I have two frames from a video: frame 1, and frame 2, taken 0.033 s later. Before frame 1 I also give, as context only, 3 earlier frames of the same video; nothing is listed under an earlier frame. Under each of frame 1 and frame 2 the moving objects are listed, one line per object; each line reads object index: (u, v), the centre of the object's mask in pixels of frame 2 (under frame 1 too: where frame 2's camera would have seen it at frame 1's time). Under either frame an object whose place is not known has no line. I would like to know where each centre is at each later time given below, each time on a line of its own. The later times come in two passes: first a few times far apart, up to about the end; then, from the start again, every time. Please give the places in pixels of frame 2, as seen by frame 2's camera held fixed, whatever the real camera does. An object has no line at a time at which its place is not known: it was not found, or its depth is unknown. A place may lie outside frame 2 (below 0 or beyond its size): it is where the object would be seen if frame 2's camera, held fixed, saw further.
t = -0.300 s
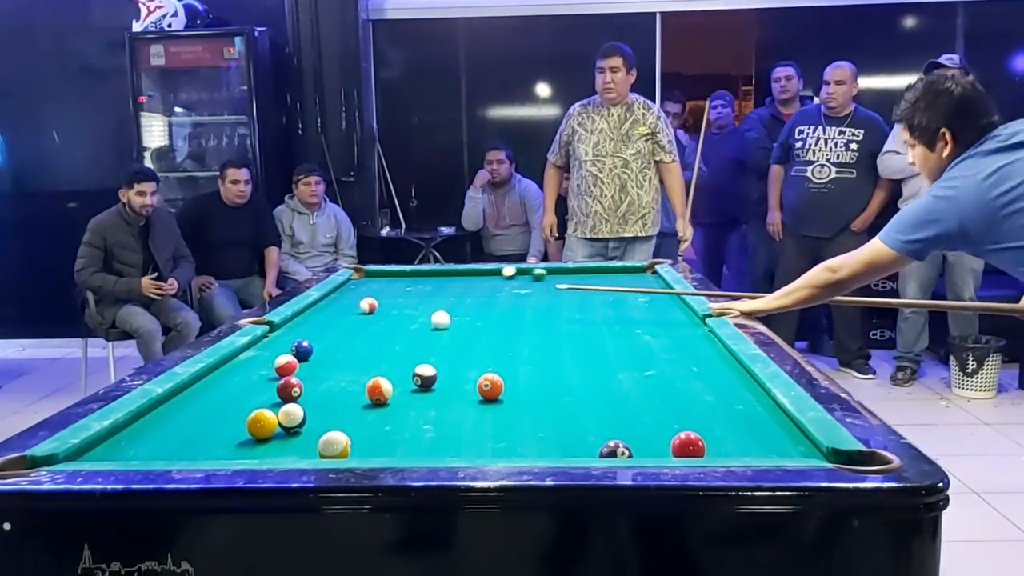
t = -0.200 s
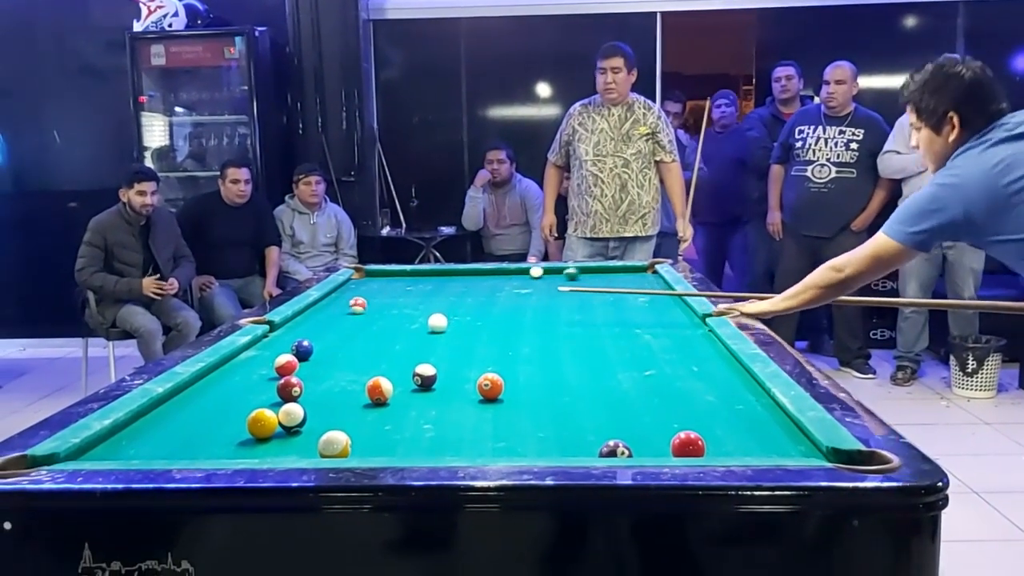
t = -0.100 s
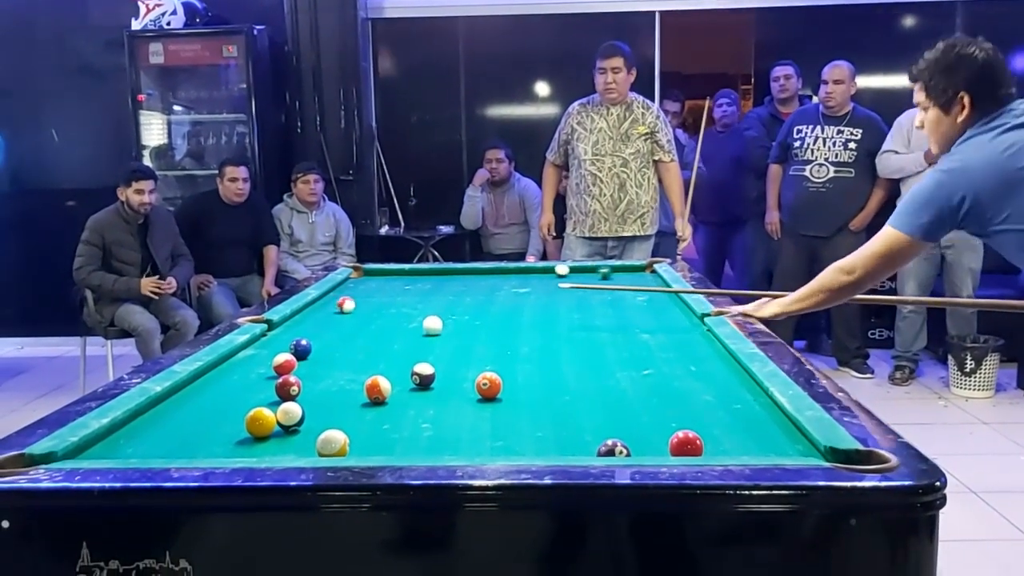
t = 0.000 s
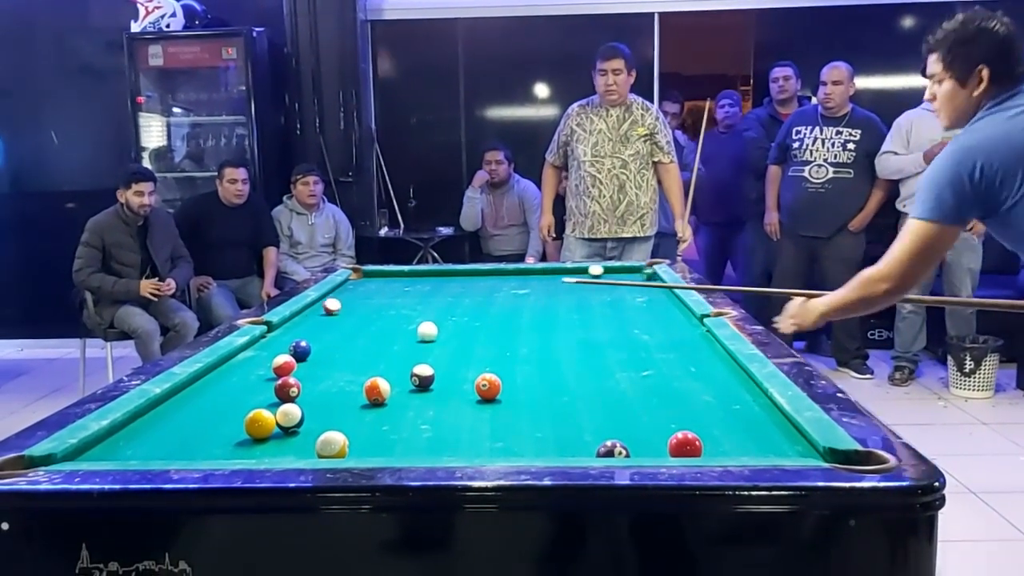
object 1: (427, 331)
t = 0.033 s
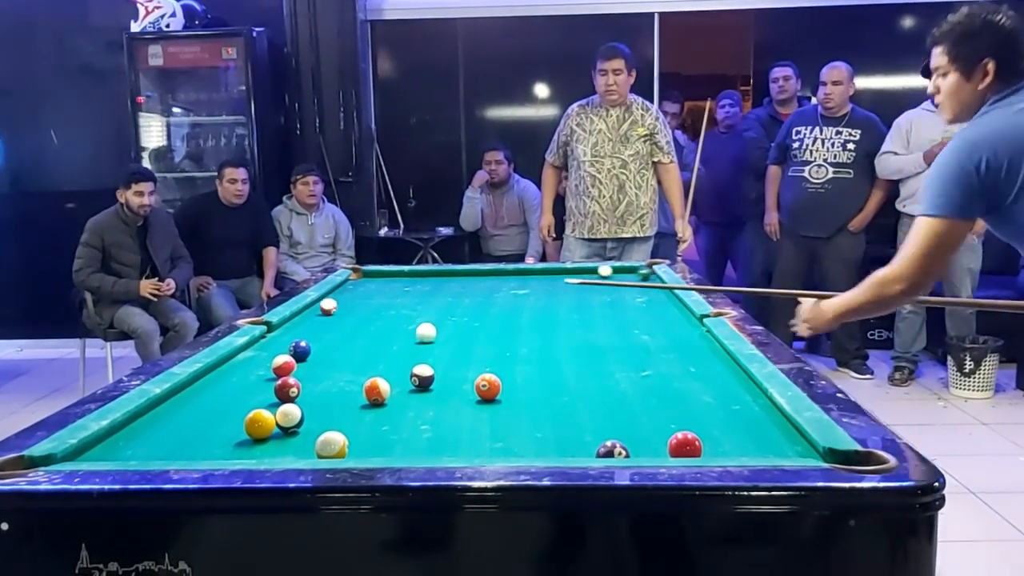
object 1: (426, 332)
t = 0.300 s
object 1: (416, 341)
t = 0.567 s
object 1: (407, 350)
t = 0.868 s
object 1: (396, 360)
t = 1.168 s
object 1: (386, 368)
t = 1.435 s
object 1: (377, 371)
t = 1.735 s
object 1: (366, 379)
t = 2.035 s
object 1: (360, 385)
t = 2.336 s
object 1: (360, 387)
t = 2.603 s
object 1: (360, 386)
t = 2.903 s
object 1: (360, 386)
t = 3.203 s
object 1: (360, 386)
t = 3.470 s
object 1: (360, 386)
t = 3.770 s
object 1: (360, 386)
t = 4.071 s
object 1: (360, 386)
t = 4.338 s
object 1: (360, 386)
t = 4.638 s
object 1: (360, 386)
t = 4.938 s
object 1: (360, 386)
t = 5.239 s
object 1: (360, 386)
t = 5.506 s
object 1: (360, 386)
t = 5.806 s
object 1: (360, 387)
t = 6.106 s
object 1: (360, 387)
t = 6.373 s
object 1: (360, 386)
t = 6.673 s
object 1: (360, 386)
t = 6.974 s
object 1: (360, 386)
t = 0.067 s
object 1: (425, 333)
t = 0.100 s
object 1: (423, 334)
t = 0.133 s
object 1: (422, 335)
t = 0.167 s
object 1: (421, 337)
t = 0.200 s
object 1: (420, 338)
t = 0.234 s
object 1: (419, 339)
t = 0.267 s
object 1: (418, 340)
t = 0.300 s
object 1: (416, 341)
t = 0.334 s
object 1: (415, 342)
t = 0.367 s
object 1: (414, 344)
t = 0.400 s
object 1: (413, 345)
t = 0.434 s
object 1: (412, 346)
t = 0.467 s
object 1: (410, 347)
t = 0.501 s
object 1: (409, 348)
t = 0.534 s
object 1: (408, 349)
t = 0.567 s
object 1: (407, 350)
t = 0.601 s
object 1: (405, 352)
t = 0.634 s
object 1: (404, 353)
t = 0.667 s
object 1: (403, 354)
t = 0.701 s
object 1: (402, 355)
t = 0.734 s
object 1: (400, 356)
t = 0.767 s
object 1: (399, 357)
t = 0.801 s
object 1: (398, 358)
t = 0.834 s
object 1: (397, 359)
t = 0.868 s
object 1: (396, 360)
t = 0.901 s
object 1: (394, 361)
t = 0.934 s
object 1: (393, 362)
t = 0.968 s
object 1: (392, 363)
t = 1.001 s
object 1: (391, 364)
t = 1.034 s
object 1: (390, 365)
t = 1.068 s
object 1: (388, 366)
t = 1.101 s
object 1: (388, 367)
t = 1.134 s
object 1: (386, 368)
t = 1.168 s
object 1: (386, 368)
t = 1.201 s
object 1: (385, 369)
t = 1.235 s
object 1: (384, 369)
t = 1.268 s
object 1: (382, 370)
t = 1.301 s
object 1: (381, 370)
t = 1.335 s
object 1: (380, 371)
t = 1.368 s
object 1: (379, 371)
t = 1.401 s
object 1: (378, 371)
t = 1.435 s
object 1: (377, 371)
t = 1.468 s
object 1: (376, 372)
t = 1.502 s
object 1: (375, 373)
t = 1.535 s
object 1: (374, 374)
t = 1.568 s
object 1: (372, 375)
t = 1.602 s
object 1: (371, 375)
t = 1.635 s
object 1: (369, 377)
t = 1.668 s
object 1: (368, 377)
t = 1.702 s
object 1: (367, 378)
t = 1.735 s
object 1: (366, 379)
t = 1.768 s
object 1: (364, 381)
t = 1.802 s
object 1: (363, 382)
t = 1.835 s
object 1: (363, 382)
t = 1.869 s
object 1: (362, 383)
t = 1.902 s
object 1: (361, 384)
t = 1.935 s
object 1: (361, 384)
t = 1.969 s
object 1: (361, 384)
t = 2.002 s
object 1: (360, 385)
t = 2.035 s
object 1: (360, 385)
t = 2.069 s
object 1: (360, 385)
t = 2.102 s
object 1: (360, 386)
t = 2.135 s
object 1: (359, 386)
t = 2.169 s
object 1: (360, 386)
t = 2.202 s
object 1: (360, 386)
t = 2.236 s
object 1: (360, 386)
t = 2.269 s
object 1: (360, 386)
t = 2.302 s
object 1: (360, 386)
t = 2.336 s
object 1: (360, 387)
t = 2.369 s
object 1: (360, 386)
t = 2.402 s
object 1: (360, 387)
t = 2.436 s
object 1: (360, 386)
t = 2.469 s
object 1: (360, 386)
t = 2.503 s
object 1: (360, 386)
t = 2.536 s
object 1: (360, 386)
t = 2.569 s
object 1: (360, 386)
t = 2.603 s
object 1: (360, 386)
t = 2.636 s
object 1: (360, 386)
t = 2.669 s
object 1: (360, 386)
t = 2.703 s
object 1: (360, 386)
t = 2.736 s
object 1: (360, 386)
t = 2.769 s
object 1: (360, 386)
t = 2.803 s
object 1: (360, 386)
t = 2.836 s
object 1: (360, 386)
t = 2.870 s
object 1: (360, 386)
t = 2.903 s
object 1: (360, 386)
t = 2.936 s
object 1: (360, 386)
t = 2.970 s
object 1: (360, 386)
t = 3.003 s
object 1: (360, 386)
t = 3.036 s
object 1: (360, 386)
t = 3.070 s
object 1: (360, 386)
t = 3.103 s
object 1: (360, 386)
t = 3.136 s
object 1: (360, 386)
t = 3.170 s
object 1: (360, 386)
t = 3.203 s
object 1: (360, 386)
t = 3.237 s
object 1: (360, 386)
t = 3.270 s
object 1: (360, 386)
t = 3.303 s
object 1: (360, 386)
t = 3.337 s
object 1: (360, 386)
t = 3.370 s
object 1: (360, 386)
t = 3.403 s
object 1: (360, 386)
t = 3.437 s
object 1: (360, 386)
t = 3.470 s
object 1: (360, 386)
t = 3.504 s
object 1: (360, 386)
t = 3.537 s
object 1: (360, 386)
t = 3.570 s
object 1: (360, 386)
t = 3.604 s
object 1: (360, 386)
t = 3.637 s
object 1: (360, 386)
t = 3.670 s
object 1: (360, 386)
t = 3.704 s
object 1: (360, 386)
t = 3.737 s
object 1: (360, 386)
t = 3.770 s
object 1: (360, 386)
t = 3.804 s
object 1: (360, 386)
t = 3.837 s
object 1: (360, 386)
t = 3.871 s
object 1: (360, 386)
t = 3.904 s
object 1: (360, 386)
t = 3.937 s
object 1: (360, 386)
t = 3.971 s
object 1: (360, 386)
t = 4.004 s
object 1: (360, 386)
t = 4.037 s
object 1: (360, 386)
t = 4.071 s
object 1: (360, 386)
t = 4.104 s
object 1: (360, 386)
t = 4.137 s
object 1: (360, 386)
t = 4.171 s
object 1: (360, 386)
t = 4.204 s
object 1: (360, 386)
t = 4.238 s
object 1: (360, 386)
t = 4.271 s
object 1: (360, 386)
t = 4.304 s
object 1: (360, 386)
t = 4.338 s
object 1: (360, 386)
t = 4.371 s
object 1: (360, 386)
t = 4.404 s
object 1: (360, 386)
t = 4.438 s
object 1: (360, 386)
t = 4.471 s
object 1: (360, 386)
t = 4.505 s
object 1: (360, 386)
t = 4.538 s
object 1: (360, 386)
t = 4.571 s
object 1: (360, 386)
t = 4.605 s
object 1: (360, 386)
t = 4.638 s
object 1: (360, 386)
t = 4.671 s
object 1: (360, 386)
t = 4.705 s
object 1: (360, 386)
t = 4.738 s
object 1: (360, 386)
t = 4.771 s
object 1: (360, 386)
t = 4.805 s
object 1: (360, 386)
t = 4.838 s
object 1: (360, 386)
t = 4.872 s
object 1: (360, 386)
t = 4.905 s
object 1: (360, 386)
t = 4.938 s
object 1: (360, 386)
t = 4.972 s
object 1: (360, 386)
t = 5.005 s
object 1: (360, 386)
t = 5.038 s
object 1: (360, 386)
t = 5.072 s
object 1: (360, 386)
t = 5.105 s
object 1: (360, 386)
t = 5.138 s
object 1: (360, 386)
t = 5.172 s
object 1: (360, 386)
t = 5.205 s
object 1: (360, 386)
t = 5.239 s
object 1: (360, 386)
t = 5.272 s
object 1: (360, 386)
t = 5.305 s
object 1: (360, 386)
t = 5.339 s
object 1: (360, 386)
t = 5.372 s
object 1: (360, 386)
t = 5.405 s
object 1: (360, 386)
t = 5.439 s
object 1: (360, 386)
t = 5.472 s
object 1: (360, 386)
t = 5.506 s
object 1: (360, 386)
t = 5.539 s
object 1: (360, 386)
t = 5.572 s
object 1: (360, 386)
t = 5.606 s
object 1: (360, 386)
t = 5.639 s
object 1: (360, 386)
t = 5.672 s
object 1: (360, 386)
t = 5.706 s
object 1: (360, 386)
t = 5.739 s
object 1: (360, 386)
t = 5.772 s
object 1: (360, 386)
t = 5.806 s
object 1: (360, 387)
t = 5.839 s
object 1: (360, 386)
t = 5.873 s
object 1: (360, 386)
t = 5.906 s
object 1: (360, 386)
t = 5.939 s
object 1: (360, 386)
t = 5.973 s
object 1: (360, 386)
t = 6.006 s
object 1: (360, 386)
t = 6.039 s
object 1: (360, 387)
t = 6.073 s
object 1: (360, 387)
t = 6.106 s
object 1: (360, 387)
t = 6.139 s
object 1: (360, 387)
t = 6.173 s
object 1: (360, 387)
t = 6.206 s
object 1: (360, 386)
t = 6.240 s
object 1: (360, 386)
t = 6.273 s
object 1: (360, 386)
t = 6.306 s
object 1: (360, 386)
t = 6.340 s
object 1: (360, 386)
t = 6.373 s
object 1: (360, 386)
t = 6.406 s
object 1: (360, 387)
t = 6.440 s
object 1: (360, 386)
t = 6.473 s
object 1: (360, 386)
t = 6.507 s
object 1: (360, 386)
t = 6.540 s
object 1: (360, 386)
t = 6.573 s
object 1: (360, 386)
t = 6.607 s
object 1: (360, 386)
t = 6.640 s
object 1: (360, 387)
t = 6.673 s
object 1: (360, 386)
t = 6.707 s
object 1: (360, 386)
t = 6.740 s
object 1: (360, 386)
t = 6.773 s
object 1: (360, 386)
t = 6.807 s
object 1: (360, 386)
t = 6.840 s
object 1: (360, 386)
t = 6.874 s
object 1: (360, 386)
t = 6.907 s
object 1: (359, 386)
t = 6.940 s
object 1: (360, 386)
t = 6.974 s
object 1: (360, 386)
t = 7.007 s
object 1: (360, 386)
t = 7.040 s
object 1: (360, 386)
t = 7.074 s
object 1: (360, 386)
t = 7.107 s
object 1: (360, 386)
